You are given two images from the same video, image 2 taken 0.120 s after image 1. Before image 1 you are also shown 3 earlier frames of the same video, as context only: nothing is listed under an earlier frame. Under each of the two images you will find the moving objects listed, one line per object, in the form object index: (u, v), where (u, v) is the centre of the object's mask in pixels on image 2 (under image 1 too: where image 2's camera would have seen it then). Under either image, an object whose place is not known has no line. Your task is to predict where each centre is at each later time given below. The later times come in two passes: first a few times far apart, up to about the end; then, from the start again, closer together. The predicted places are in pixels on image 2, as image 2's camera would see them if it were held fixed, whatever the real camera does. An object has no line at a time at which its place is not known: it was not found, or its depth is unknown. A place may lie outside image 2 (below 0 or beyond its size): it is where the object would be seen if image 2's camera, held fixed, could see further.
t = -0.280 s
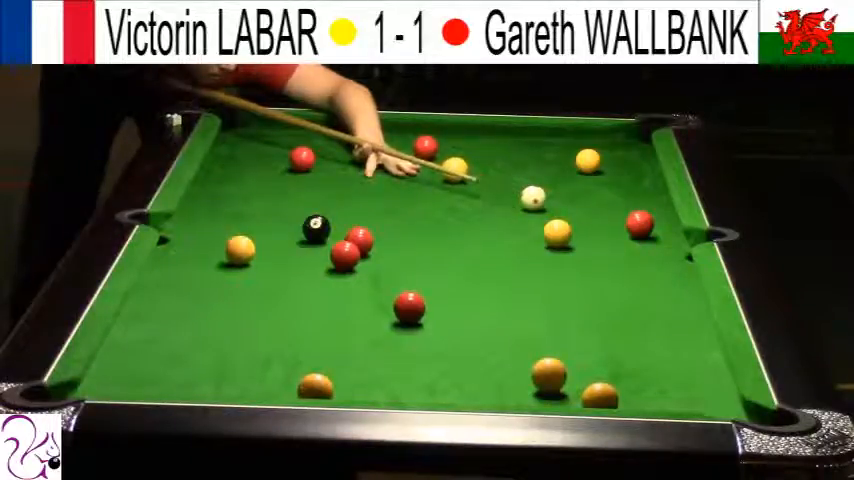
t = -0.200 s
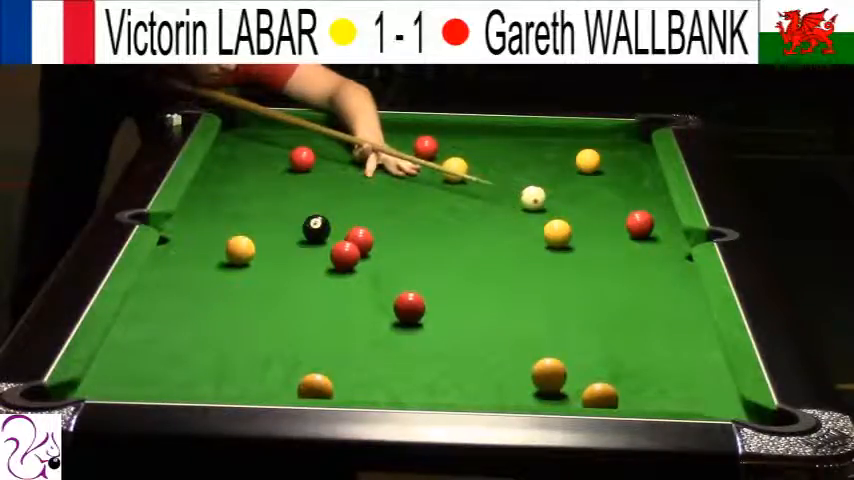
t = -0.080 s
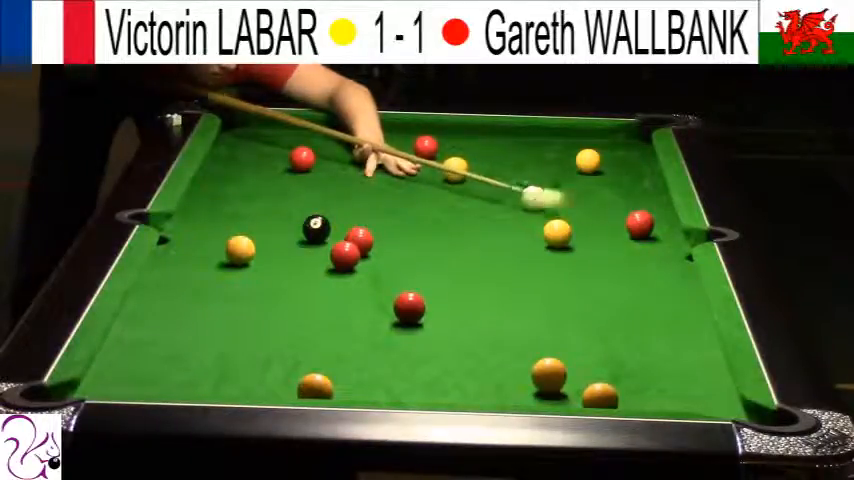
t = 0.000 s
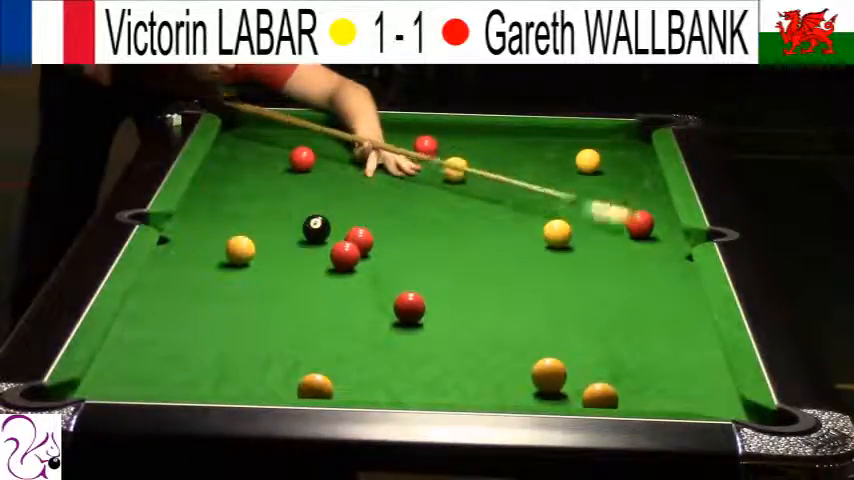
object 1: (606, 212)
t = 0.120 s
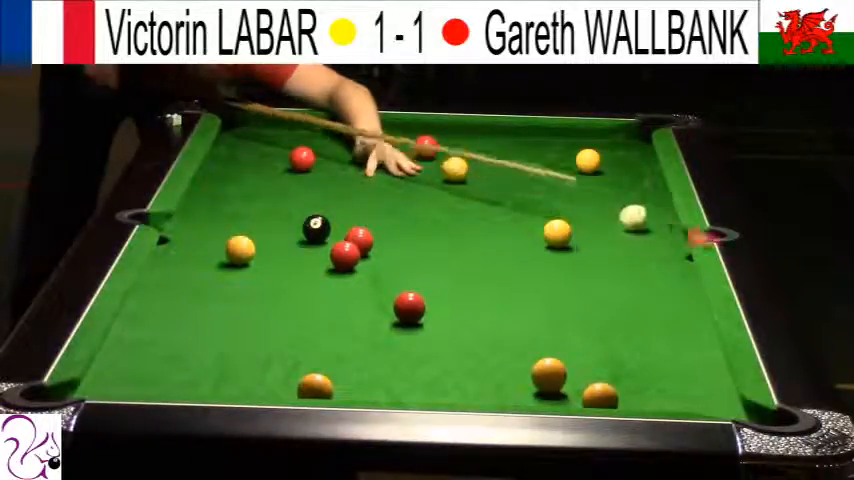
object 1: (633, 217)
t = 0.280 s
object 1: (663, 219)
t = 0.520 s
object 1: (639, 225)
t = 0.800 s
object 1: (612, 231)
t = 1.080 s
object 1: (588, 236)
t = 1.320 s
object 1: (574, 241)
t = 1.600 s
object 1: (563, 246)
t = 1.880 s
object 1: (552, 250)
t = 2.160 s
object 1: (543, 252)
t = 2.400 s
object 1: (537, 255)
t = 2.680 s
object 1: (533, 256)
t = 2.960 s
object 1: (531, 256)
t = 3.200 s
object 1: (532, 256)
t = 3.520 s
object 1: (532, 256)
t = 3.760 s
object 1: (532, 257)
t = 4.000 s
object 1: (532, 256)
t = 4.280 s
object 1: (532, 256)
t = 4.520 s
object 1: (532, 256)
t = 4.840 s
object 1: (532, 257)
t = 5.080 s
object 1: (532, 256)
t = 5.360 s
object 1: (532, 256)
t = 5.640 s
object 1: (532, 256)
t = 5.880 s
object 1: (532, 256)
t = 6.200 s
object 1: (532, 256)
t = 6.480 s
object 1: (532, 257)
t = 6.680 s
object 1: (532, 257)
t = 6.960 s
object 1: (532, 257)
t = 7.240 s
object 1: (532, 256)
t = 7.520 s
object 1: (532, 257)
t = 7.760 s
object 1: (532, 256)
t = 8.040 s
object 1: (532, 257)
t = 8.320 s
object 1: (532, 257)
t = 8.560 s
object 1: (532, 256)
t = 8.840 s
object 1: (532, 256)
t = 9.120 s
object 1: (532, 256)
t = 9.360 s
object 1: (532, 256)
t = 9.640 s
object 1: (532, 256)
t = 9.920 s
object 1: (532, 256)
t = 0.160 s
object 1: (640, 217)
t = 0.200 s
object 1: (649, 218)
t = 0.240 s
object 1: (658, 218)
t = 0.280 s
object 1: (663, 219)
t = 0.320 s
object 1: (659, 220)
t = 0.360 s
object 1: (655, 221)
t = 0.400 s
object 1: (651, 222)
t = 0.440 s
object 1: (647, 223)
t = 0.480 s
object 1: (642, 224)
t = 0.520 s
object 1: (639, 225)
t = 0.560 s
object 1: (635, 226)
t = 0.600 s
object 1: (631, 226)
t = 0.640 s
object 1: (626, 227)
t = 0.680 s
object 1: (623, 228)
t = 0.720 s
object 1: (620, 229)
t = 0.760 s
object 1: (615, 230)
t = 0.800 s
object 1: (612, 231)
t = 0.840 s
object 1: (608, 232)
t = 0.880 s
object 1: (605, 232)
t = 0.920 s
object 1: (601, 233)
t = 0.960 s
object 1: (598, 234)
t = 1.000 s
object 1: (594, 235)
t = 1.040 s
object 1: (591, 236)
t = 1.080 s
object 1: (588, 236)
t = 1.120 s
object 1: (585, 237)
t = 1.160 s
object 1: (582, 238)
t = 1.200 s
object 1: (581, 238)
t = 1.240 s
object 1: (578, 240)
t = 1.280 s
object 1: (577, 240)
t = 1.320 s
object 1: (574, 241)
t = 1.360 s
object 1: (573, 242)
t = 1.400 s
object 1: (571, 242)
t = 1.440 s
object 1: (570, 243)
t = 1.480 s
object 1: (567, 245)
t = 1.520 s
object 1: (566, 245)
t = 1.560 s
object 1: (564, 246)
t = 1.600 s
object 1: (563, 246)
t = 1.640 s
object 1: (560, 247)
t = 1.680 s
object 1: (560, 247)
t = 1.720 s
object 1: (558, 248)
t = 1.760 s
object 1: (556, 249)
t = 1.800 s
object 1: (554, 249)
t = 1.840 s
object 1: (553, 249)
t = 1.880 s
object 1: (552, 250)
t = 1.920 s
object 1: (551, 250)
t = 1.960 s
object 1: (550, 250)
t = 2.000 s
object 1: (548, 251)
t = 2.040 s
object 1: (547, 252)
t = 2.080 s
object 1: (545, 252)
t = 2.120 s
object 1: (543, 252)
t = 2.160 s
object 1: (543, 252)
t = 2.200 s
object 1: (542, 253)
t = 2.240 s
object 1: (541, 253)
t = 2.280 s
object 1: (539, 254)
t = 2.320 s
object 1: (539, 254)
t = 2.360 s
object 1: (538, 254)
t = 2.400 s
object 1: (537, 255)
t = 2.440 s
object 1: (536, 255)
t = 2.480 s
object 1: (536, 255)
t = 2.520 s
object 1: (536, 255)
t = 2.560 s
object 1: (535, 255)
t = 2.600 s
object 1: (535, 255)
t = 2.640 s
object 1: (534, 255)
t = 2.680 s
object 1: (533, 256)
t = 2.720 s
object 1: (532, 256)
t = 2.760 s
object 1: (532, 256)
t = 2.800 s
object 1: (531, 256)
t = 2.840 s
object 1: (531, 256)
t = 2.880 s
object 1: (531, 256)
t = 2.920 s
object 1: (531, 256)
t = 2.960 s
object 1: (531, 256)
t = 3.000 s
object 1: (531, 256)
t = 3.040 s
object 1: (531, 256)
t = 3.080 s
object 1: (532, 256)
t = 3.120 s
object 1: (532, 256)
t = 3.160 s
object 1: (532, 256)
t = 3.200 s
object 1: (532, 256)
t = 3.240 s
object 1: (532, 256)
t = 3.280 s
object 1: (532, 256)
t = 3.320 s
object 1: (532, 256)
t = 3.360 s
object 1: (532, 256)
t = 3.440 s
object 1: (532, 256)
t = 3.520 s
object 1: (532, 256)
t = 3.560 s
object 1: (532, 256)
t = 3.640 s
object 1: (532, 256)
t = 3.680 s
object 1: (532, 256)
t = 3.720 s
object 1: (532, 256)
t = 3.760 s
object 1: (532, 257)
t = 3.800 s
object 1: (532, 256)
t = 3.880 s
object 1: (532, 256)
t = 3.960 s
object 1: (532, 256)
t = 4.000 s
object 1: (532, 256)
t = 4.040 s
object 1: (532, 256)
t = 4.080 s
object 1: (532, 256)
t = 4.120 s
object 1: (532, 256)
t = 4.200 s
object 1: (532, 256)
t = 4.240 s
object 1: (532, 256)
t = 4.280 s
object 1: (532, 256)
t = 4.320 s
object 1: (532, 256)
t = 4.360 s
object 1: (532, 257)
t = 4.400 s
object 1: (532, 256)
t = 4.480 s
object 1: (532, 256)
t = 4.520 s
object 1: (532, 256)
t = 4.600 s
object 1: (532, 256)
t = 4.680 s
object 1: (532, 256)
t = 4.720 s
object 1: (532, 257)
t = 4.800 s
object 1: (532, 256)
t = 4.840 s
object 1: (532, 257)
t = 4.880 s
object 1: (532, 257)
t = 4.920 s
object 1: (532, 256)
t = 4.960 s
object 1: (532, 256)
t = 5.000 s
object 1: (532, 256)
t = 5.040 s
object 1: (532, 256)
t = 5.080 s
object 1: (532, 256)
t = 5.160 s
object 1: (532, 256)
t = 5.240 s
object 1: (532, 256)
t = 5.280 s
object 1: (532, 256)
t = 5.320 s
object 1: (532, 256)
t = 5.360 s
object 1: (532, 256)
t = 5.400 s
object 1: (532, 256)
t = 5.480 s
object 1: (532, 256)
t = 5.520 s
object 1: (532, 256)
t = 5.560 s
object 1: (532, 256)
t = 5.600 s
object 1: (532, 257)
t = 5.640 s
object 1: (532, 256)
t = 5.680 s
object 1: (532, 256)
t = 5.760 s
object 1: (532, 256)
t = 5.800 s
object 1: (532, 256)
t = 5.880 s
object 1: (532, 256)
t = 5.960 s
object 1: (532, 256)
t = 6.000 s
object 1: (532, 256)
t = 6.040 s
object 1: (532, 256)
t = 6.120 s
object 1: (532, 256)
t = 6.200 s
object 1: (532, 256)
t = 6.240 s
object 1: (532, 256)
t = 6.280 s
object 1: (532, 256)
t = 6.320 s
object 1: (532, 256)
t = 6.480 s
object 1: (532, 257)
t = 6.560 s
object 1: (532, 256)
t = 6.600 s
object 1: (532, 256)
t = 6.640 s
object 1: (532, 257)
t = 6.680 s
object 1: (532, 257)
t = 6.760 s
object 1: (532, 256)
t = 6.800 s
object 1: (532, 257)
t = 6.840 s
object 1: (532, 257)
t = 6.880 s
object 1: (532, 257)
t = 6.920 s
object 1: (532, 257)
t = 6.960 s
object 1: (532, 257)
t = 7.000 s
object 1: (532, 257)
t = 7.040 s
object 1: (532, 257)
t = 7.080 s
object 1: (532, 257)
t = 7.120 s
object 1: (532, 257)
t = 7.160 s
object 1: (532, 257)
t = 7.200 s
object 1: (532, 257)
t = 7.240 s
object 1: (532, 256)
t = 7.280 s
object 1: (532, 257)
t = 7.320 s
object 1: (532, 257)
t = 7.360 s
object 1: (532, 257)
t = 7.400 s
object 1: (532, 256)
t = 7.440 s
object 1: (532, 256)
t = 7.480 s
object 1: (532, 257)
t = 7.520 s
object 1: (532, 257)
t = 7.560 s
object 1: (532, 256)
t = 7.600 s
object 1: (532, 257)
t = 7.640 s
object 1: (532, 256)
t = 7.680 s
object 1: (532, 257)
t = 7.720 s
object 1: (532, 257)
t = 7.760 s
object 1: (532, 256)
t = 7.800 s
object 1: (532, 257)
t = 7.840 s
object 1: (532, 256)
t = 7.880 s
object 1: (532, 257)
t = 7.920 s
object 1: (532, 257)
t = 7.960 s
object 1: (532, 257)
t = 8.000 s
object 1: (532, 257)
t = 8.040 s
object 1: (532, 257)
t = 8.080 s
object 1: (532, 257)
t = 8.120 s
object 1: (532, 257)
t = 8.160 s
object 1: (532, 256)
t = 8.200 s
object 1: (532, 256)
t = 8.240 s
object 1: (532, 256)
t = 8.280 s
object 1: (532, 256)
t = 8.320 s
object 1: (532, 257)
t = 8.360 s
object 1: (532, 256)
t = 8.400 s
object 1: (532, 257)
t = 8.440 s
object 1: (532, 256)
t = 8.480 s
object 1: (532, 256)
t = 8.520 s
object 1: (532, 257)
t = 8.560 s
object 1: (532, 256)
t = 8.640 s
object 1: (532, 257)
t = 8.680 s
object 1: (532, 257)
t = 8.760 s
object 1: (532, 256)
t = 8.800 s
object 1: (532, 257)
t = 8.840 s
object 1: (532, 256)
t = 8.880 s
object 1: (532, 256)
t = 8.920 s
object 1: (532, 256)
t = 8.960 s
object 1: (532, 256)
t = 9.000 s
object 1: (532, 256)
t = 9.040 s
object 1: (532, 256)
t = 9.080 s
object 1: (532, 256)
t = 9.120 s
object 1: (532, 256)
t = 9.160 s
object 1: (532, 256)
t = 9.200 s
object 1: (532, 256)
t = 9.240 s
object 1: (532, 256)
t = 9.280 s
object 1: (532, 256)
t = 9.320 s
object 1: (532, 256)
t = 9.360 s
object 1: (532, 256)
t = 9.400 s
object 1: (532, 256)
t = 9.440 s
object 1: (532, 256)
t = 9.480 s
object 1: (532, 256)
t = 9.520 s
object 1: (532, 256)
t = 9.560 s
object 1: (532, 256)
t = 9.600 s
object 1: (532, 256)
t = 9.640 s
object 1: (532, 256)
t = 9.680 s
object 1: (532, 256)
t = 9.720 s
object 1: (532, 253)
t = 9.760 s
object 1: (532, 255)
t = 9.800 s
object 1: (532, 256)
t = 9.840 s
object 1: (532, 256)
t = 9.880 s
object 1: (532, 256)
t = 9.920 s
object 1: (532, 256)
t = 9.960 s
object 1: (532, 256)
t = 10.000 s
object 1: (532, 256)
